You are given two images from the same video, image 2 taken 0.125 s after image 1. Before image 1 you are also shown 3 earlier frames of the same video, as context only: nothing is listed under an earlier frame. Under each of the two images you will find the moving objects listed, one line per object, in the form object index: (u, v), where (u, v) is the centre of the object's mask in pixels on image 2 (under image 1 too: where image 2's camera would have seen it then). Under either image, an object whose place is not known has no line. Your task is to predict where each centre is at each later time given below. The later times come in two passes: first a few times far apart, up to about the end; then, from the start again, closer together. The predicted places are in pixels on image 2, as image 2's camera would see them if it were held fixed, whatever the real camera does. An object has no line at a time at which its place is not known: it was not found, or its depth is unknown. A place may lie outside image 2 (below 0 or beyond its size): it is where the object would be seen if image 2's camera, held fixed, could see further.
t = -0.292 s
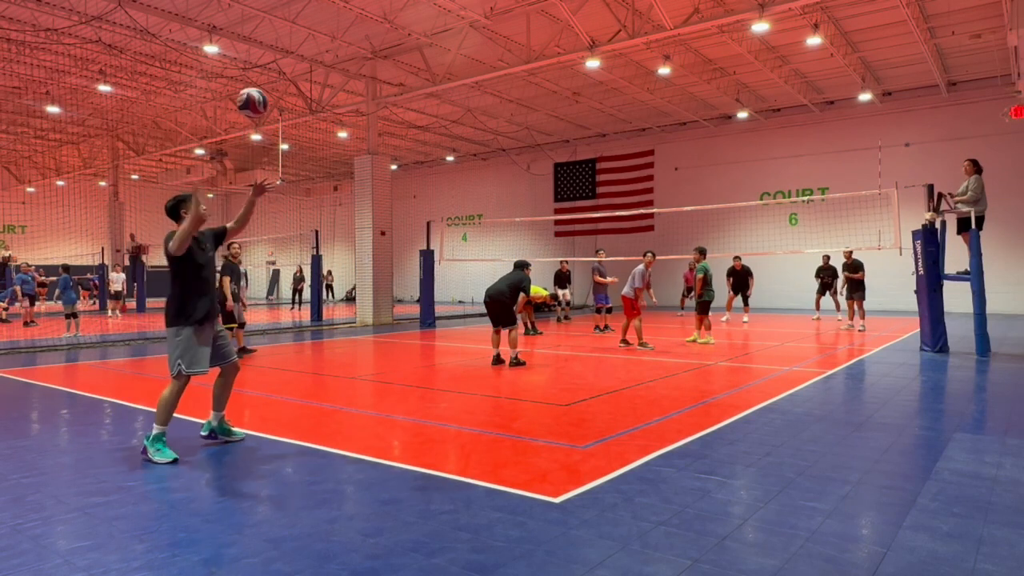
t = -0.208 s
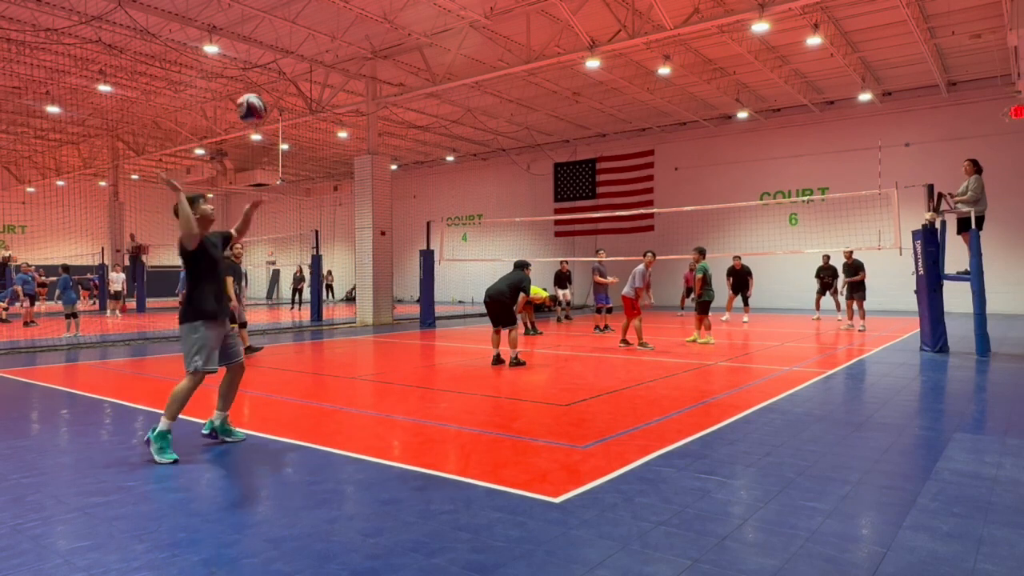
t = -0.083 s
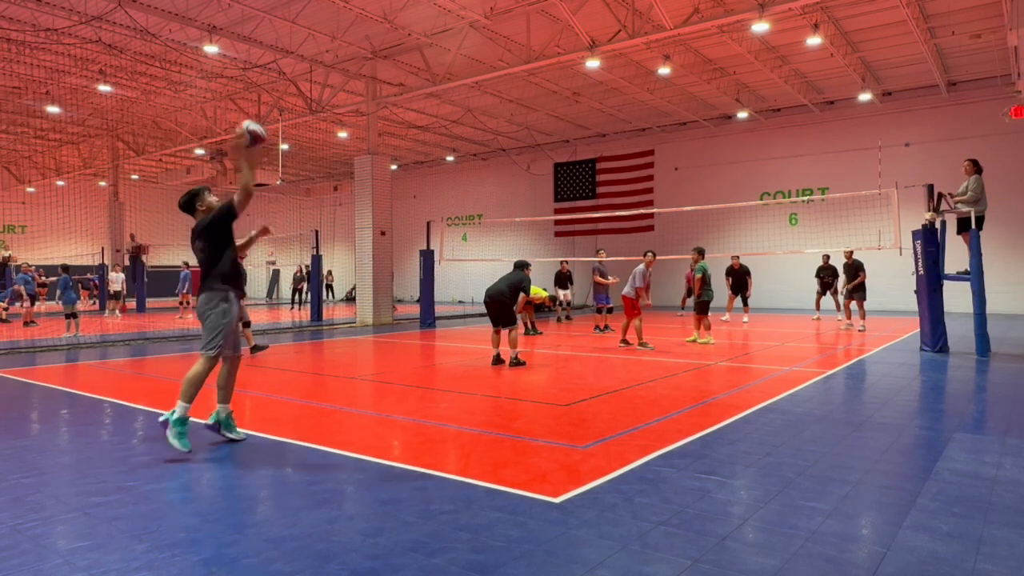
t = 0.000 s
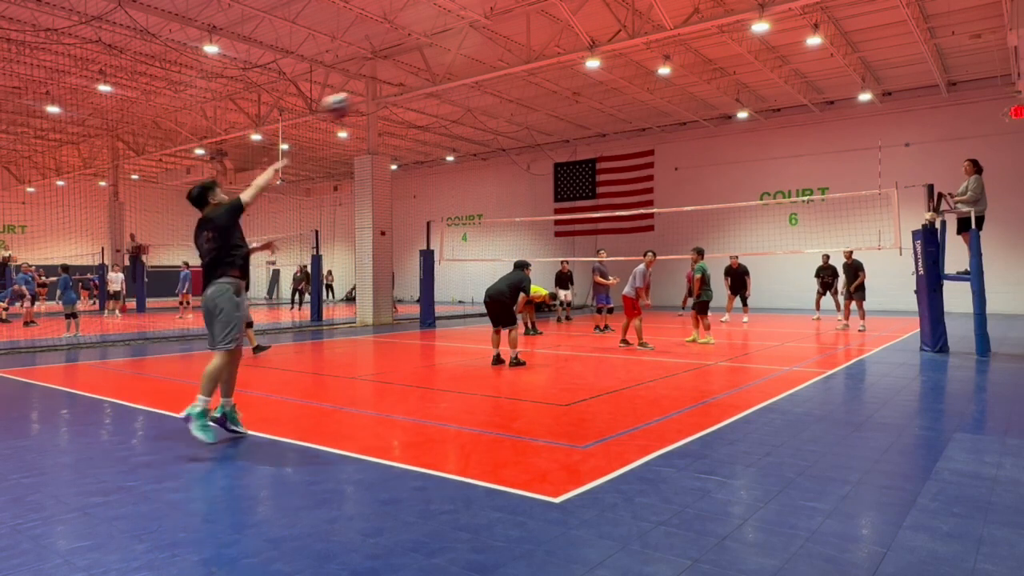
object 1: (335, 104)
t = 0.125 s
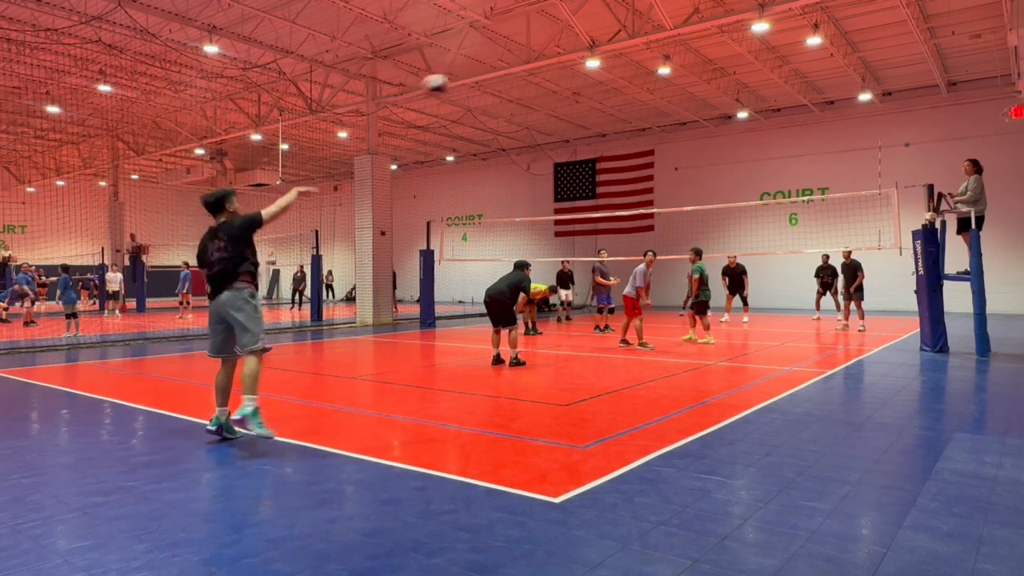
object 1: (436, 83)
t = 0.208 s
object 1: (483, 82)
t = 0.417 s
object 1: (564, 102)
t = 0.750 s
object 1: (638, 169)
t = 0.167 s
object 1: (461, 81)
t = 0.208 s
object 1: (483, 82)
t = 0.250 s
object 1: (504, 82)
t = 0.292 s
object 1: (522, 85)
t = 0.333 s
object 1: (538, 90)
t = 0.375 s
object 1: (552, 96)
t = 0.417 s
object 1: (564, 102)
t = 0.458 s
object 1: (575, 108)
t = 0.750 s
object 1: (638, 169)
